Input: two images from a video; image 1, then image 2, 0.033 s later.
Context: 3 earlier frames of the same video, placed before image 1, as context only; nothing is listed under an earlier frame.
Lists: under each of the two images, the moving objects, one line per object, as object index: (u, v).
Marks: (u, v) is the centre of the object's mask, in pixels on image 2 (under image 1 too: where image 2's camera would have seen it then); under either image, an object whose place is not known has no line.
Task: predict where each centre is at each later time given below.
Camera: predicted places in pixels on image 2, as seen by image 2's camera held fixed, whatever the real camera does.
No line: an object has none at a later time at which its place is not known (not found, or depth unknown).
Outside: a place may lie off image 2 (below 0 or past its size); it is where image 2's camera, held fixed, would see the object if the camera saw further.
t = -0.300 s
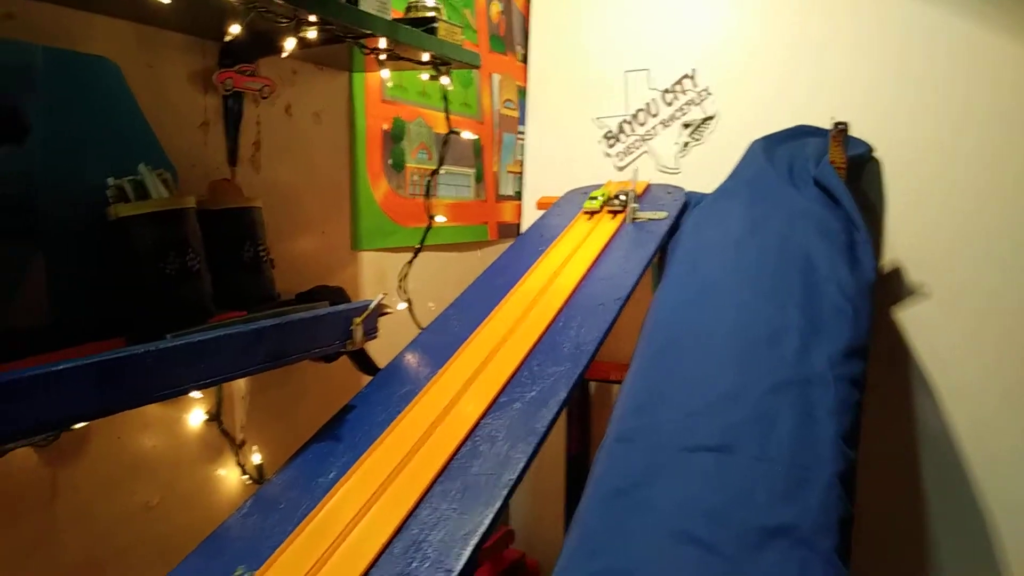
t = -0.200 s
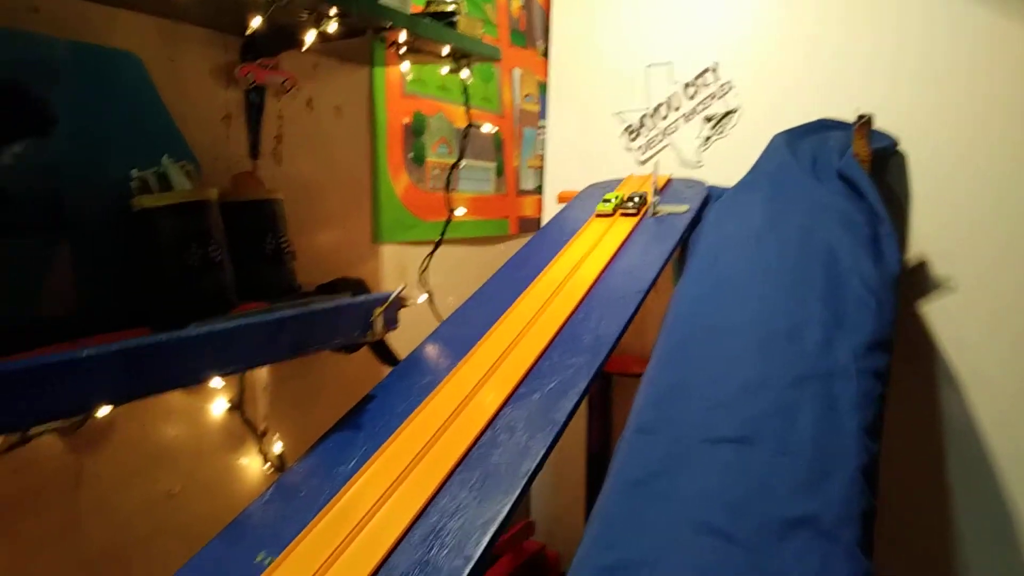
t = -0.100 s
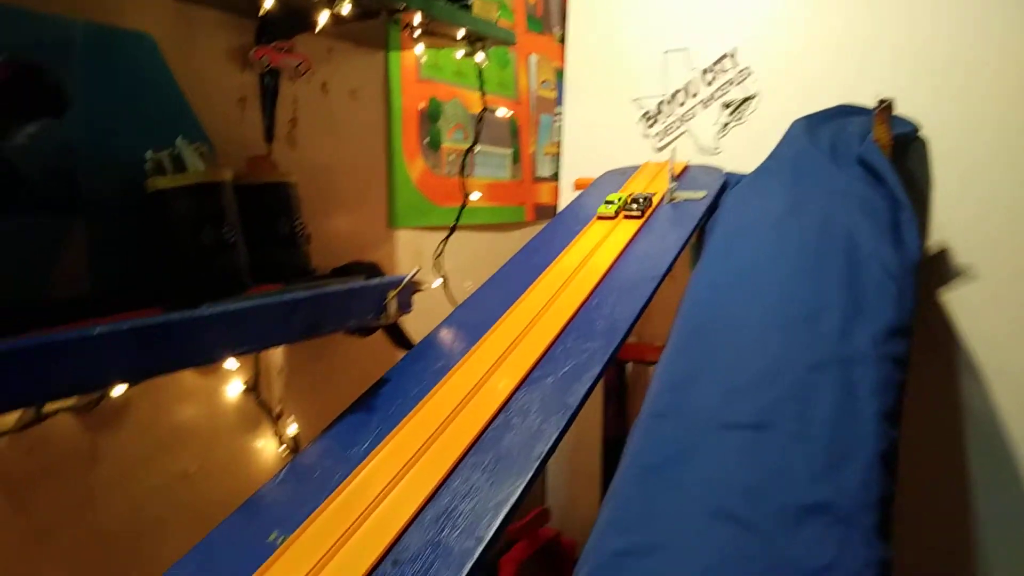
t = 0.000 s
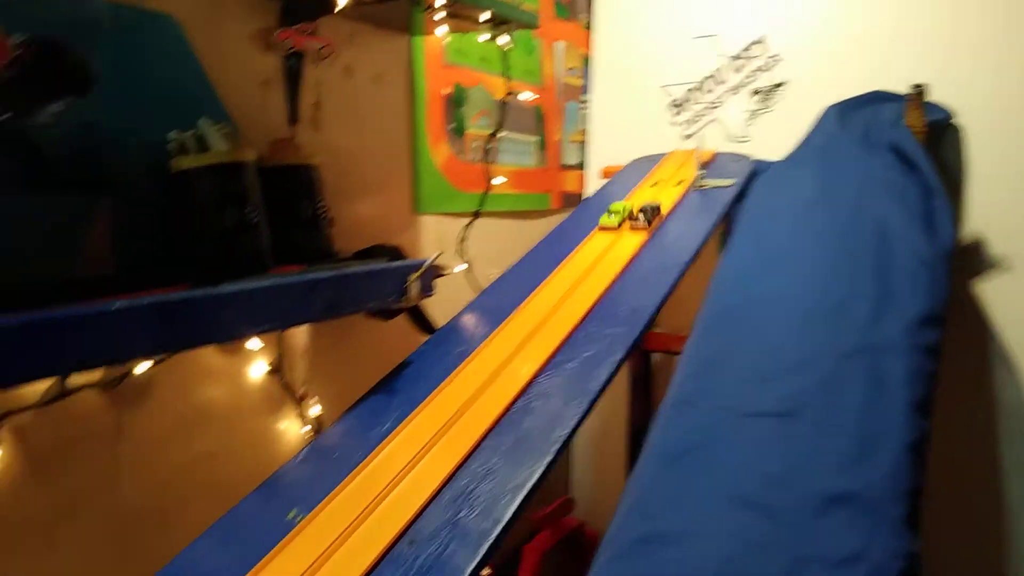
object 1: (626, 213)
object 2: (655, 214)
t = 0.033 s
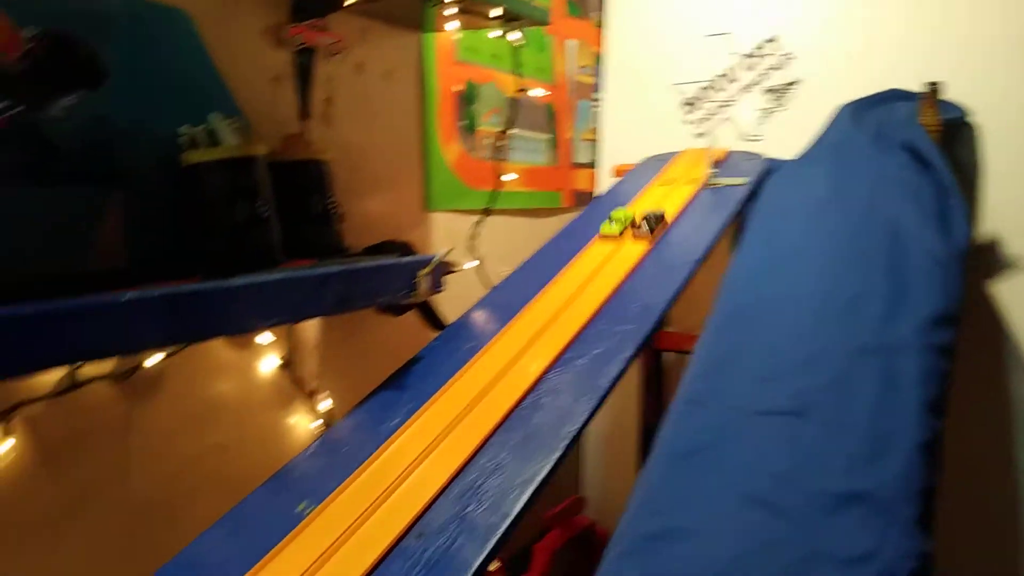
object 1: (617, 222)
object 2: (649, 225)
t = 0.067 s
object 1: (605, 234)
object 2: (639, 237)
